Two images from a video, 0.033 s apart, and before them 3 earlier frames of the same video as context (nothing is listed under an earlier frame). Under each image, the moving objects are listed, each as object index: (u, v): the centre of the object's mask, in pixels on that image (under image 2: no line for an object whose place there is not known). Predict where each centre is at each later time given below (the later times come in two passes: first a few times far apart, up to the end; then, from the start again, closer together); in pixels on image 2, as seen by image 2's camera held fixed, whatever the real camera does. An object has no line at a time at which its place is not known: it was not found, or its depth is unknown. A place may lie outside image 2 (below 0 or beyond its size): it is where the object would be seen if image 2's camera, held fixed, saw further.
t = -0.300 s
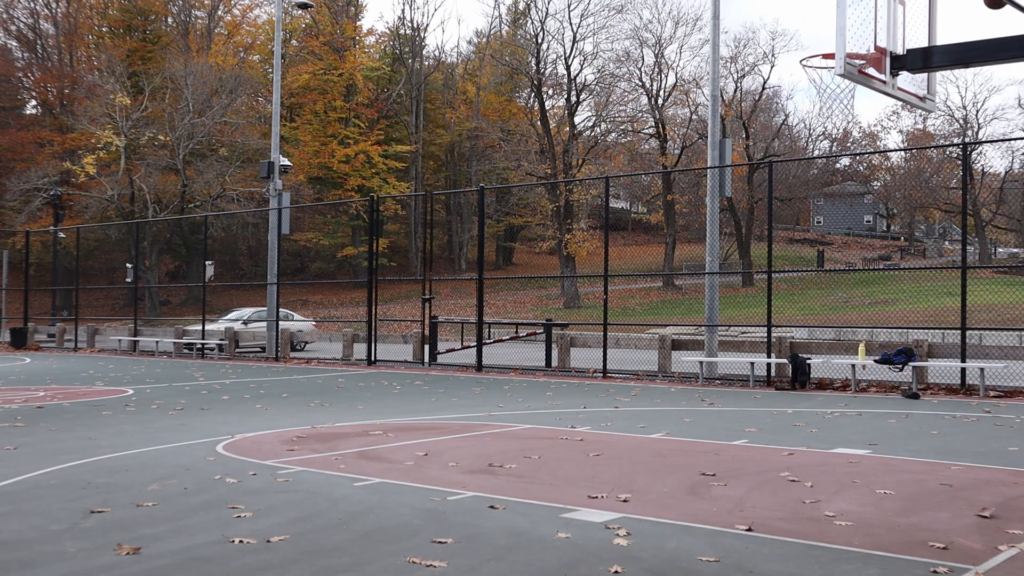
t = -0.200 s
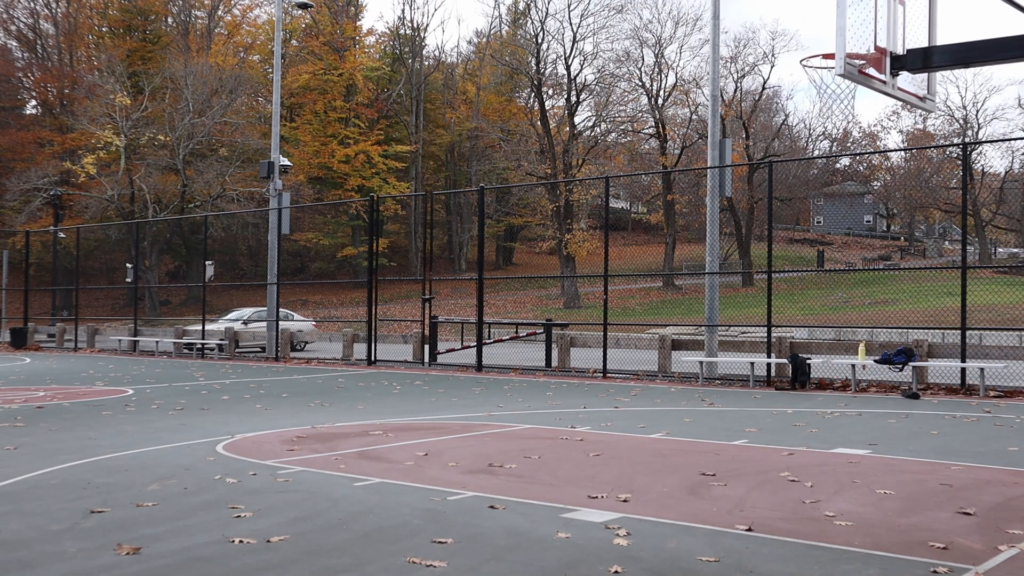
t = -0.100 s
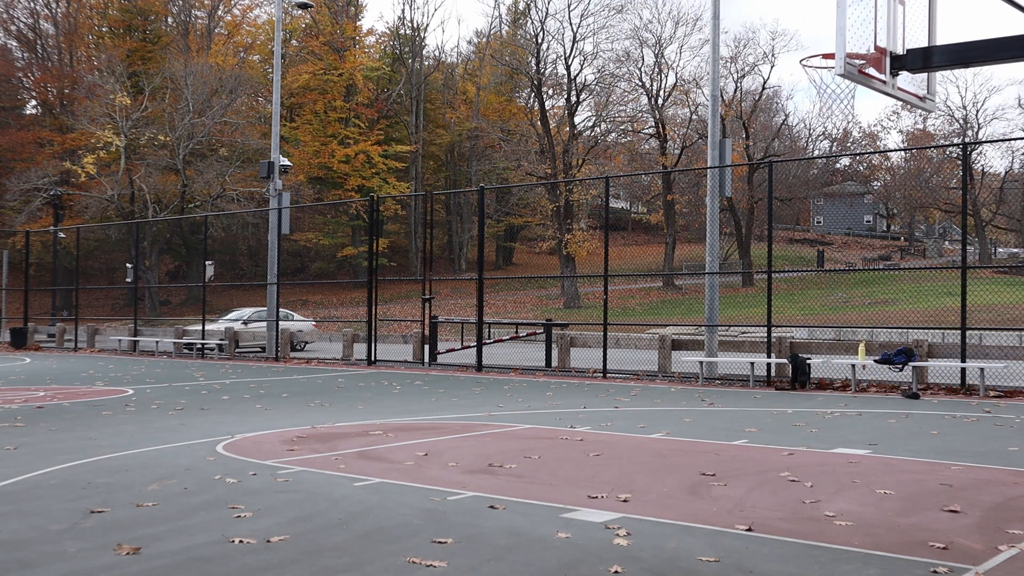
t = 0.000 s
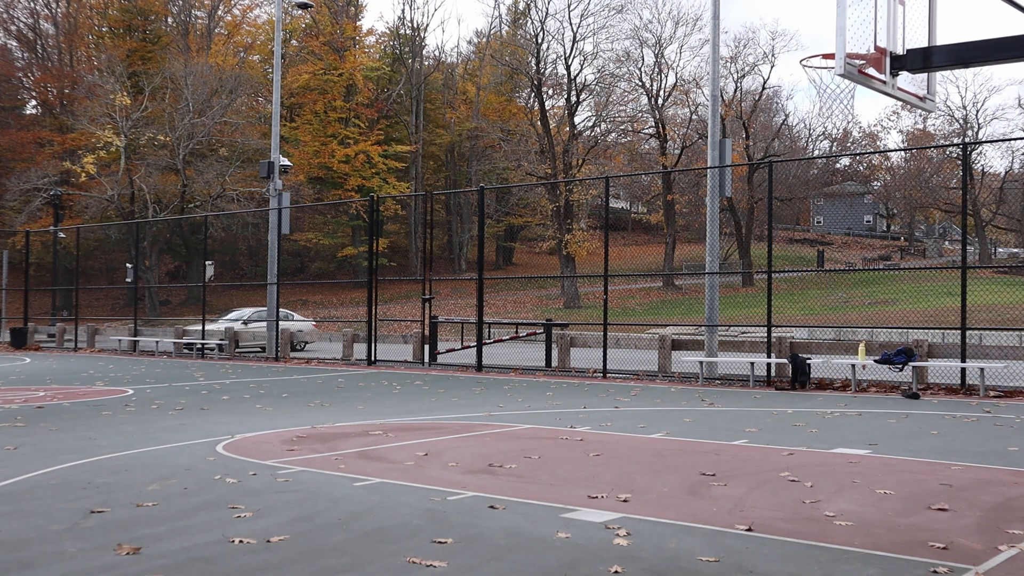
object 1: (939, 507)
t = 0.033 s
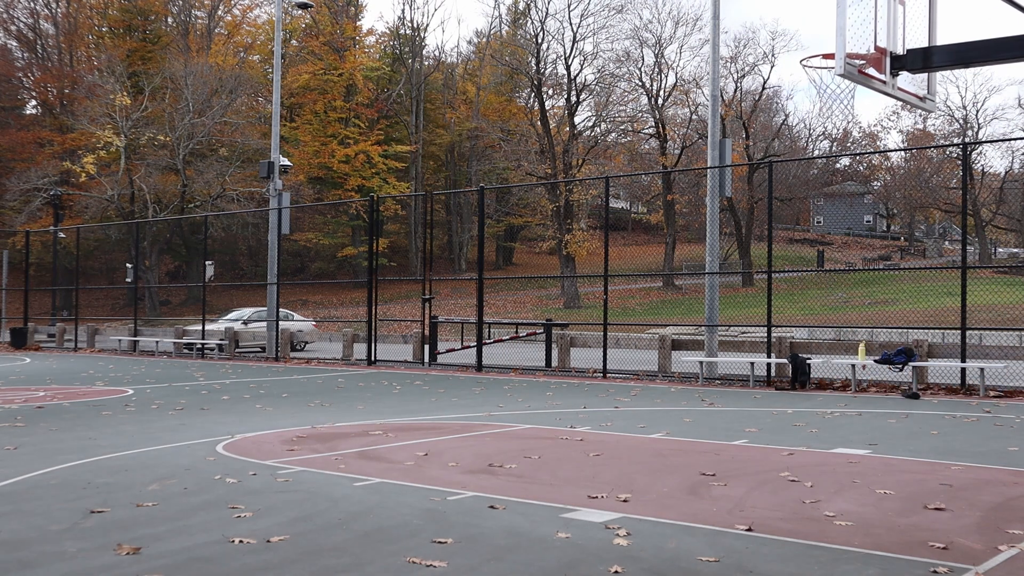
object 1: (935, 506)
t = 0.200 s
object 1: (921, 505)
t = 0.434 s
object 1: (915, 504)
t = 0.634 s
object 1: (897, 499)
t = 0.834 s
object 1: (849, 488)
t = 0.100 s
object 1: (928, 506)
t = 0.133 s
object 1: (926, 505)
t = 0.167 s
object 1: (923, 505)
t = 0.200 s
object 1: (921, 505)
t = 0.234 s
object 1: (920, 505)
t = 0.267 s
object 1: (919, 504)
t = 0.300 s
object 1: (917, 504)
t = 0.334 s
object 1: (917, 504)
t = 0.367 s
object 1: (916, 504)
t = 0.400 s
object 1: (916, 504)
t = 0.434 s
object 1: (915, 504)
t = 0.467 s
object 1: (914, 503)
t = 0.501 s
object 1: (912, 503)
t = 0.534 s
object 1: (910, 502)
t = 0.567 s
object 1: (907, 502)
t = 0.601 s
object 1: (902, 501)
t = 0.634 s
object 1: (897, 499)
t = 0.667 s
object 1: (891, 495)
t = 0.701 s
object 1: (883, 493)
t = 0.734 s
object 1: (875, 491)
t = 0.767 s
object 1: (866, 489)
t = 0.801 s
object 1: (858, 488)
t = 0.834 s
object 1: (849, 488)
